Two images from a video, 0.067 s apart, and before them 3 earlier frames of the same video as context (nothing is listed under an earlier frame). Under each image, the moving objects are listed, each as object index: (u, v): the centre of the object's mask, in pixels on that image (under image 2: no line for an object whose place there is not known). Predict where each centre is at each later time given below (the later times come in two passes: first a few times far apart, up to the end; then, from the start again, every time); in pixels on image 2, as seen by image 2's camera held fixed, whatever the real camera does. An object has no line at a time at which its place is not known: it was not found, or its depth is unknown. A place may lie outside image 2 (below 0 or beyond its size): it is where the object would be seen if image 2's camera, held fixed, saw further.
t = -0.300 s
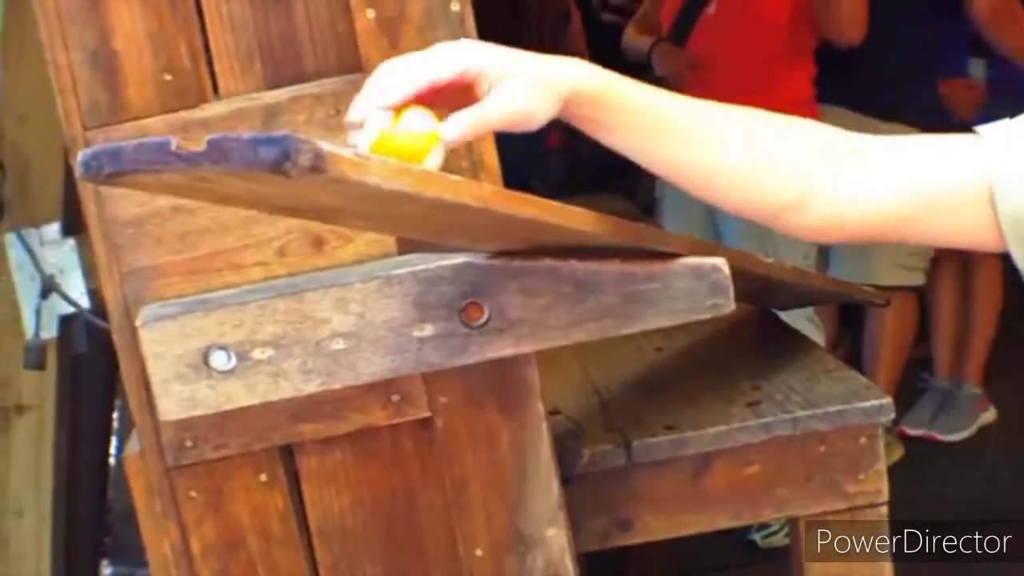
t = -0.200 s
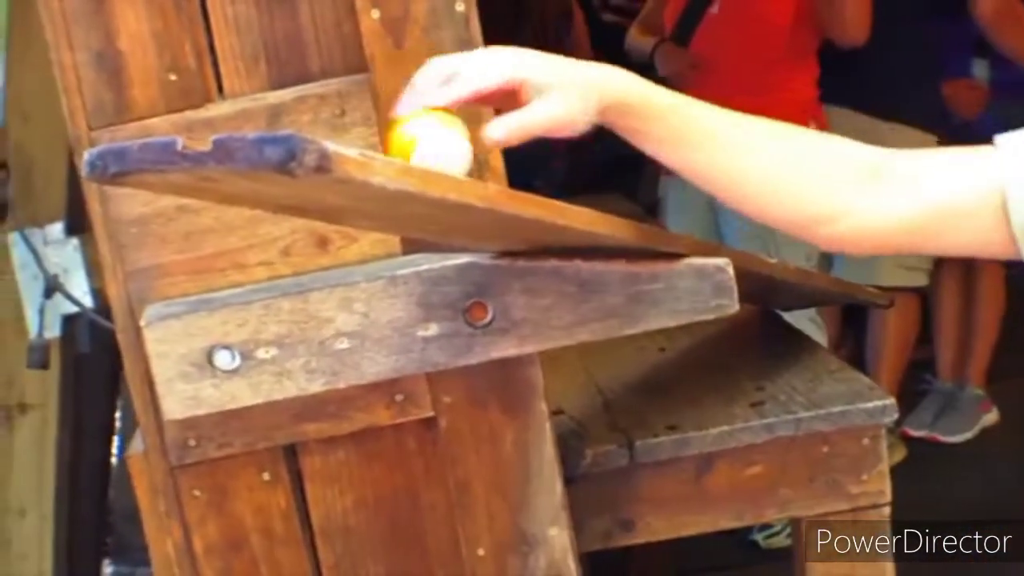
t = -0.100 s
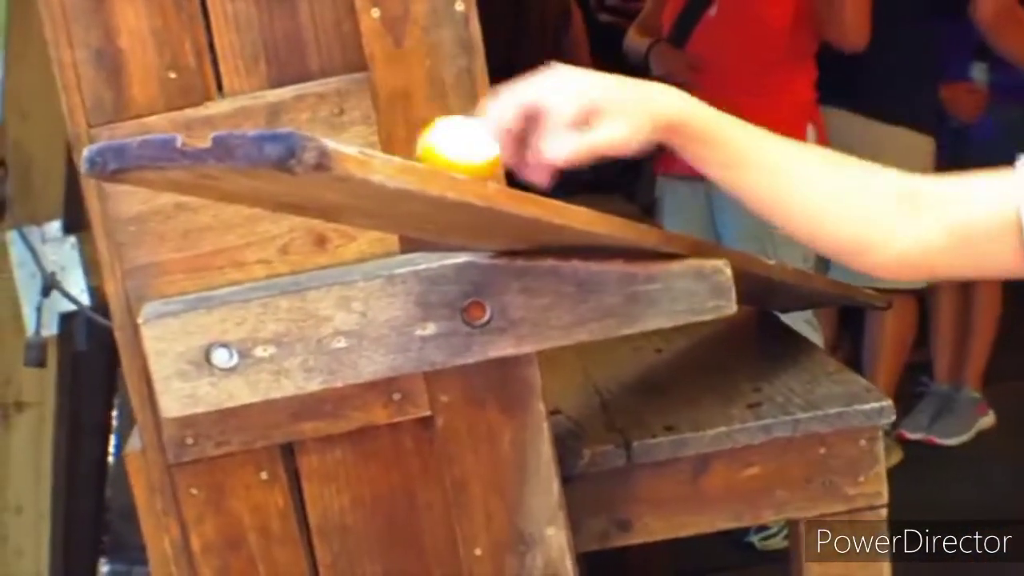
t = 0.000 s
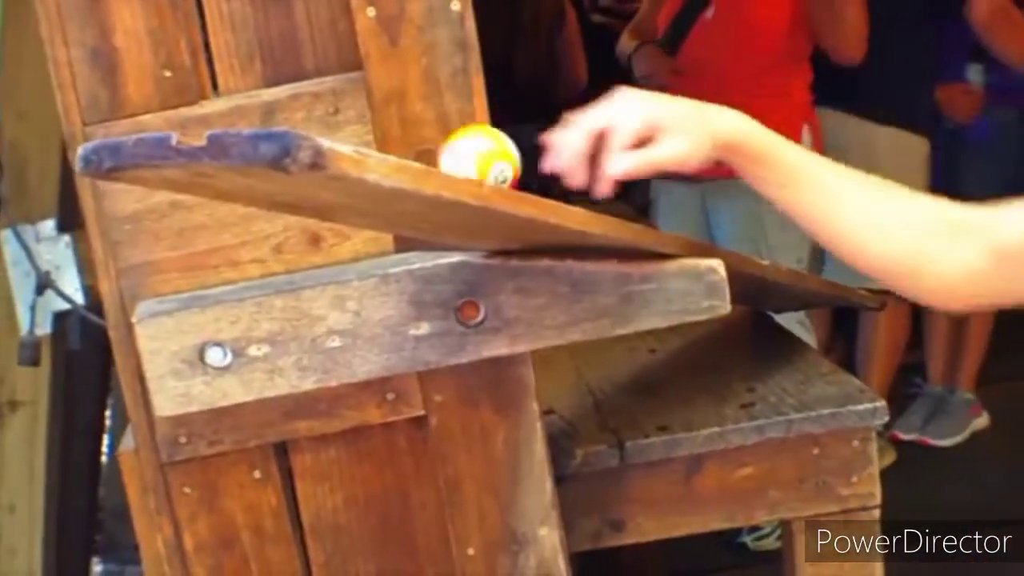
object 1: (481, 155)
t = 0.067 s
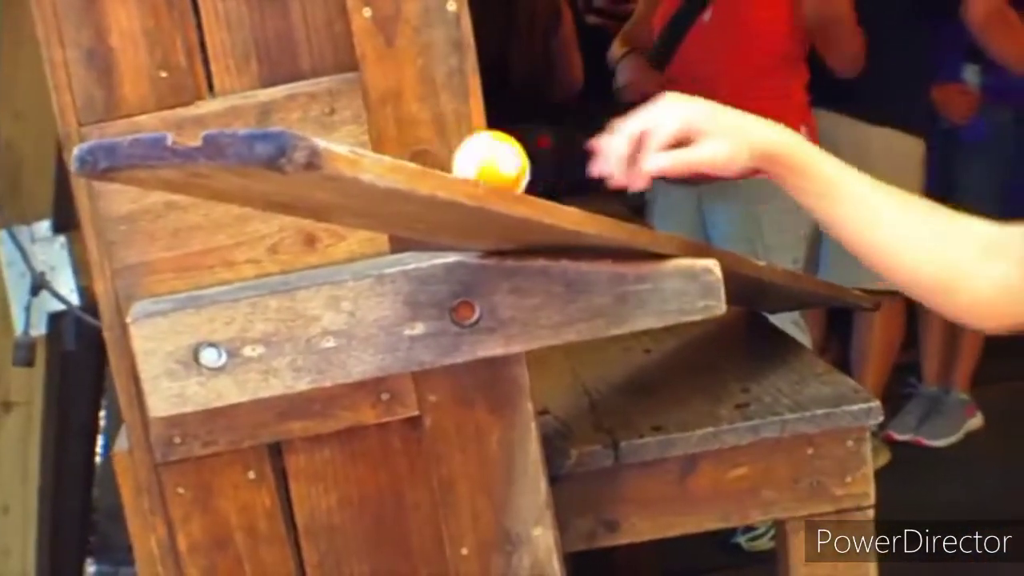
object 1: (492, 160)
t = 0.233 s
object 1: (526, 171)
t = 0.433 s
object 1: (557, 180)
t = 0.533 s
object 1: (570, 184)
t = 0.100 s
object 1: (499, 163)
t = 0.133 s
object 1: (507, 165)
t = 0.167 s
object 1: (513, 167)
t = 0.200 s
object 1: (521, 169)
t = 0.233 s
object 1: (526, 171)
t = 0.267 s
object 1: (531, 171)
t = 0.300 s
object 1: (538, 173)
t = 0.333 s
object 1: (543, 175)
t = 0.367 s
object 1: (549, 176)
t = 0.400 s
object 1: (553, 179)
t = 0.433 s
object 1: (557, 180)
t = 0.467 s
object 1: (561, 181)
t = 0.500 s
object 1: (566, 182)
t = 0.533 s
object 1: (570, 184)
